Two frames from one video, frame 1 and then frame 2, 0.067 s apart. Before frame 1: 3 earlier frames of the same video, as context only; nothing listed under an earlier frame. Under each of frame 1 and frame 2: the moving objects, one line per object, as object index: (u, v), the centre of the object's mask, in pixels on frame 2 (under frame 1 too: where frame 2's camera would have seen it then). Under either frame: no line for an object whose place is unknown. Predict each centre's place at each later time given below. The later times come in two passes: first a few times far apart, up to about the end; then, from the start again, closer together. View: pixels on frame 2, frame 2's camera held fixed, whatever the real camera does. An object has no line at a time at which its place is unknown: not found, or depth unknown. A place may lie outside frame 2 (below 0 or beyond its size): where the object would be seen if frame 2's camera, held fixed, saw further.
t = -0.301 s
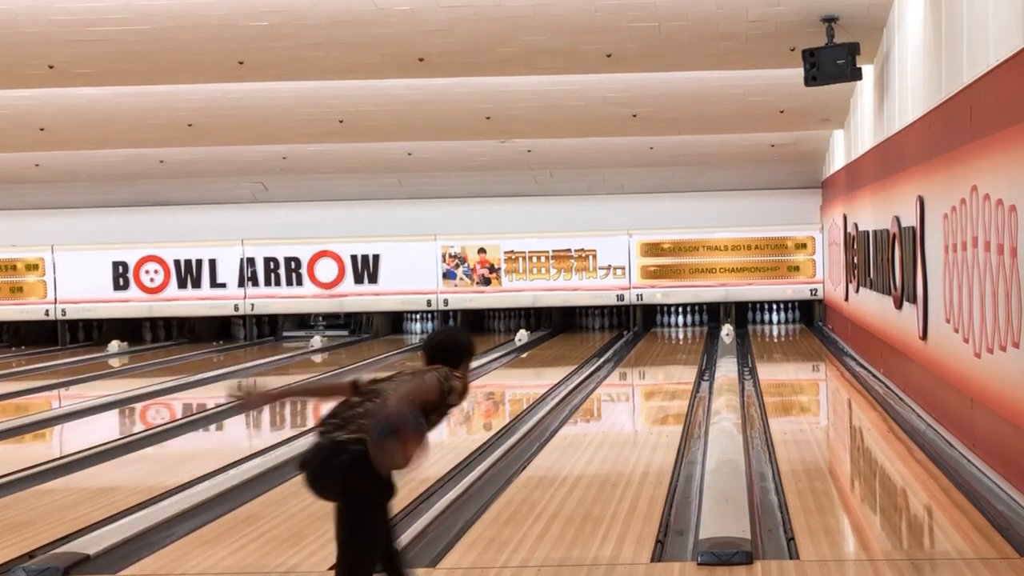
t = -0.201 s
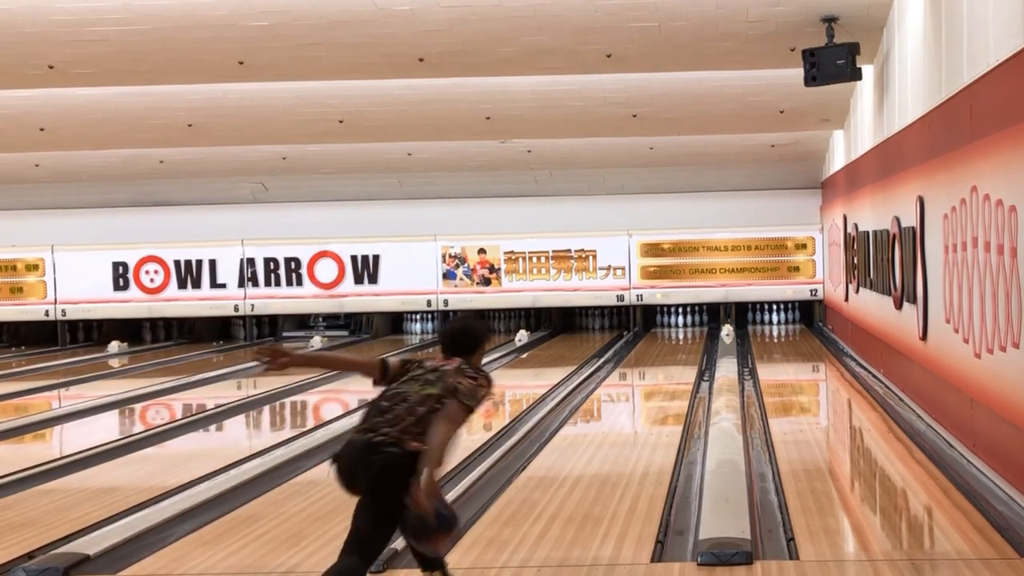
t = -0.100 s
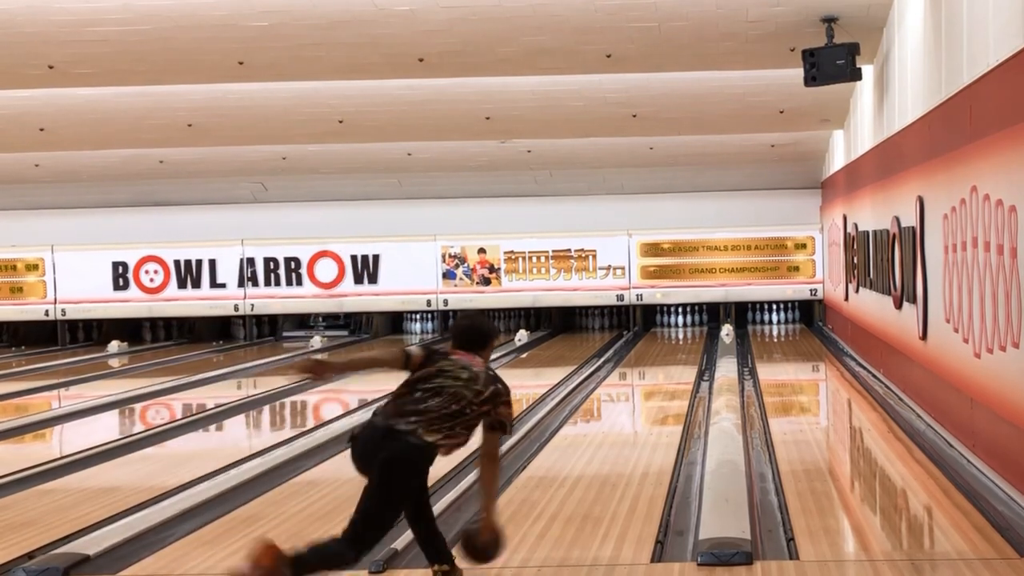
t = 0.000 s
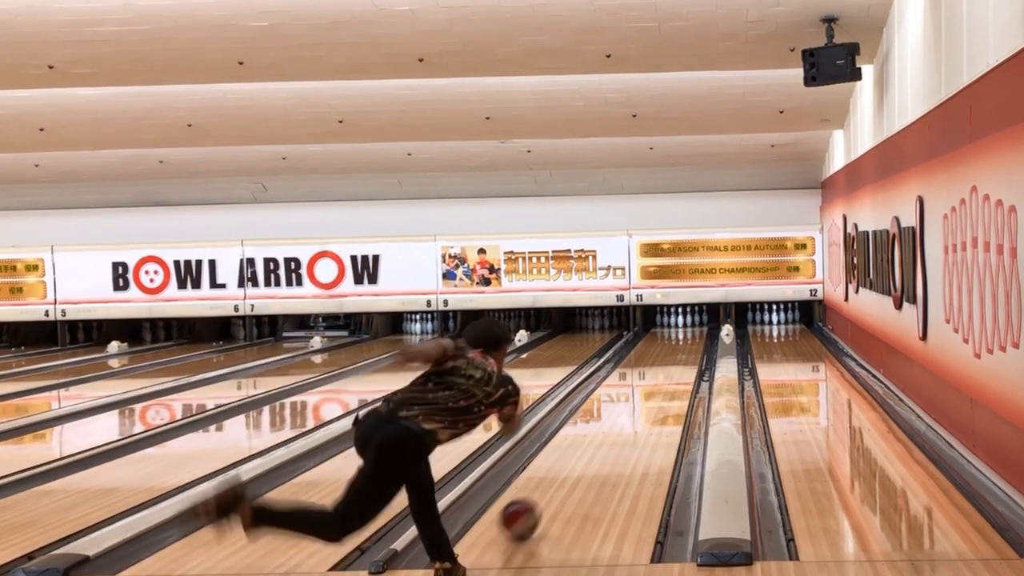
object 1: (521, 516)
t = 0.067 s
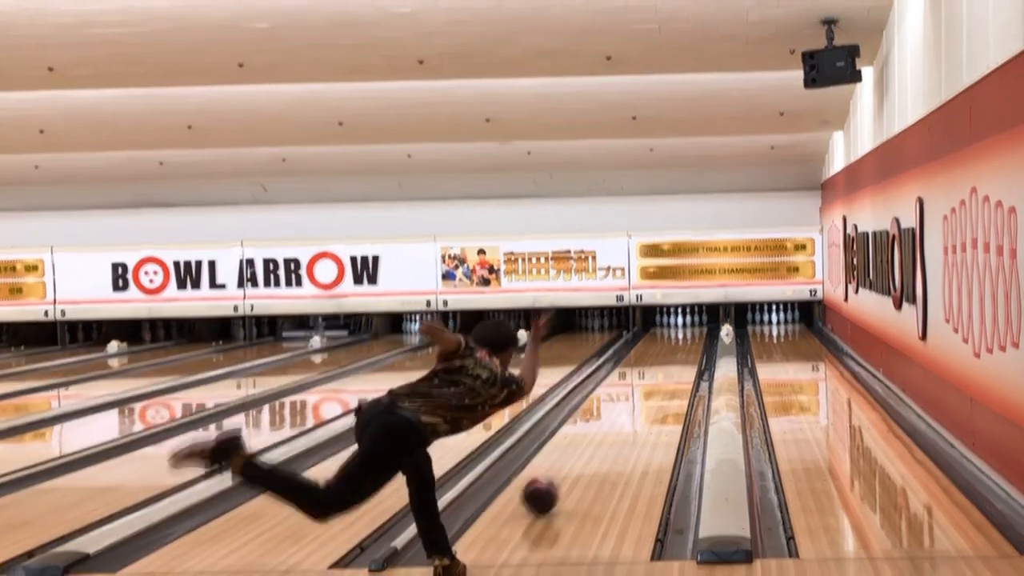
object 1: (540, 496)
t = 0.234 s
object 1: (579, 455)
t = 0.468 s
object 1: (616, 416)
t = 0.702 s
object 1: (642, 389)
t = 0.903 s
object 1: (657, 372)
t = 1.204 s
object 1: (675, 355)
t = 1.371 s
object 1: (681, 345)
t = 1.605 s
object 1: (690, 336)
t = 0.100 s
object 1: (549, 487)
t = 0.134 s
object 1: (558, 478)
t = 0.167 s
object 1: (565, 470)
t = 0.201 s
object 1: (573, 462)
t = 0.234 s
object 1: (579, 455)
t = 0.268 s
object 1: (586, 449)
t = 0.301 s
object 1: (592, 443)
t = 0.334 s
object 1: (597, 437)
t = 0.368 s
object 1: (603, 430)
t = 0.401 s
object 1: (608, 425)
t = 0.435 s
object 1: (612, 420)
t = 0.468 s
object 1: (616, 416)
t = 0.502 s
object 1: (620, 412)
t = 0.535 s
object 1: (624, 408)
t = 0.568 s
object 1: (629, 403)
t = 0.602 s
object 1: (632, 400)
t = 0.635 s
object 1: (635, 396)
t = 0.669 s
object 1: (638, 392)
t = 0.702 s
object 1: (642, 389)
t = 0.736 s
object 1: (645, 386)
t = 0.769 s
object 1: (647, 383)
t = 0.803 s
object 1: (650, 380)
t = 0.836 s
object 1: (652, 377)
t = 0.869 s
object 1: (655, 375)
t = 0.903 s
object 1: (657, 372)
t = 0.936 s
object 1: (659, 370)
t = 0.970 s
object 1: (662, 368)
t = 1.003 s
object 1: (664, 366)
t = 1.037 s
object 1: (665, 364)
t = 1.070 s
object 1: (667, 361)
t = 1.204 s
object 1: (675, 355)
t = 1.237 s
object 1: (676, 352)
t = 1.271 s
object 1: (677, 350)
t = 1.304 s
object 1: (677, 349)
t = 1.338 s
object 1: (680, 347)
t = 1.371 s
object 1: (681, 345)
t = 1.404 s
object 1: (683, 343)
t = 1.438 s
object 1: (684, 342)
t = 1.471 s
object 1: (685, 340)
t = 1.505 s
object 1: (686, 340)
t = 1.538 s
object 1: (688, 339)
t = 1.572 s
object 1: (689, 336)
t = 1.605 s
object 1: (690, 336)
